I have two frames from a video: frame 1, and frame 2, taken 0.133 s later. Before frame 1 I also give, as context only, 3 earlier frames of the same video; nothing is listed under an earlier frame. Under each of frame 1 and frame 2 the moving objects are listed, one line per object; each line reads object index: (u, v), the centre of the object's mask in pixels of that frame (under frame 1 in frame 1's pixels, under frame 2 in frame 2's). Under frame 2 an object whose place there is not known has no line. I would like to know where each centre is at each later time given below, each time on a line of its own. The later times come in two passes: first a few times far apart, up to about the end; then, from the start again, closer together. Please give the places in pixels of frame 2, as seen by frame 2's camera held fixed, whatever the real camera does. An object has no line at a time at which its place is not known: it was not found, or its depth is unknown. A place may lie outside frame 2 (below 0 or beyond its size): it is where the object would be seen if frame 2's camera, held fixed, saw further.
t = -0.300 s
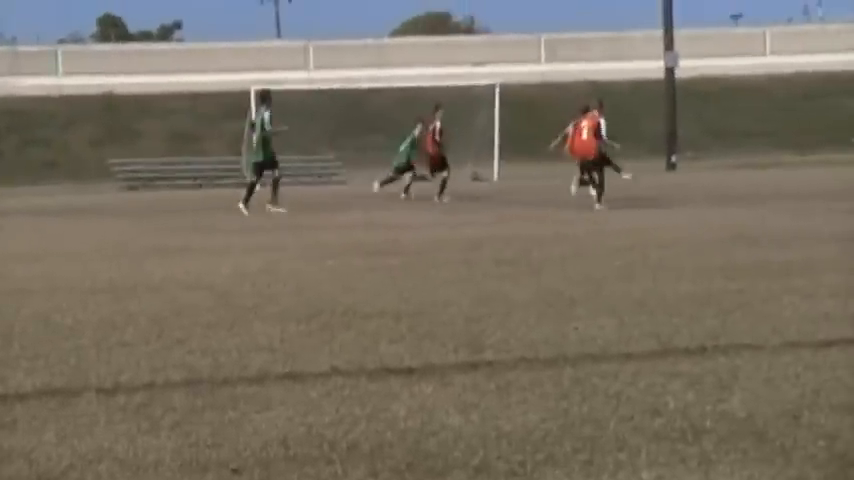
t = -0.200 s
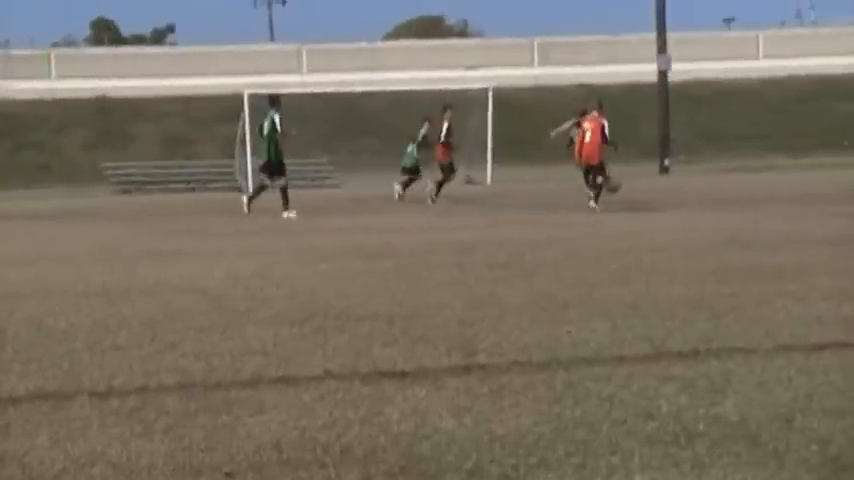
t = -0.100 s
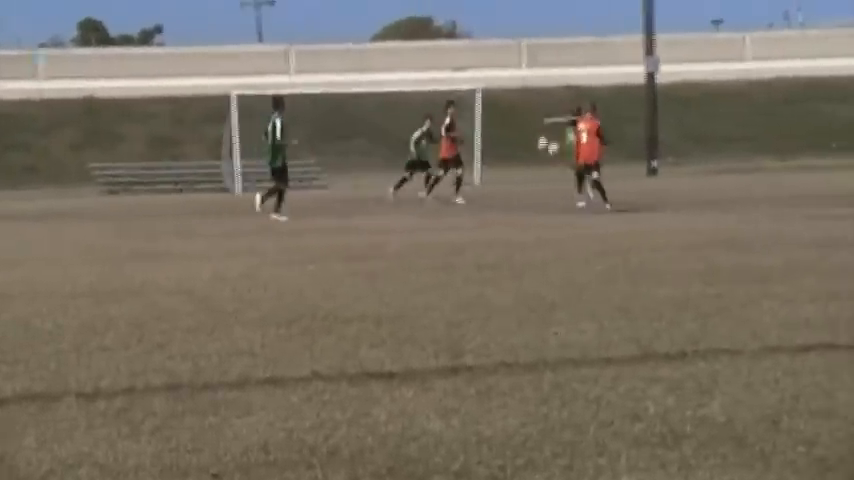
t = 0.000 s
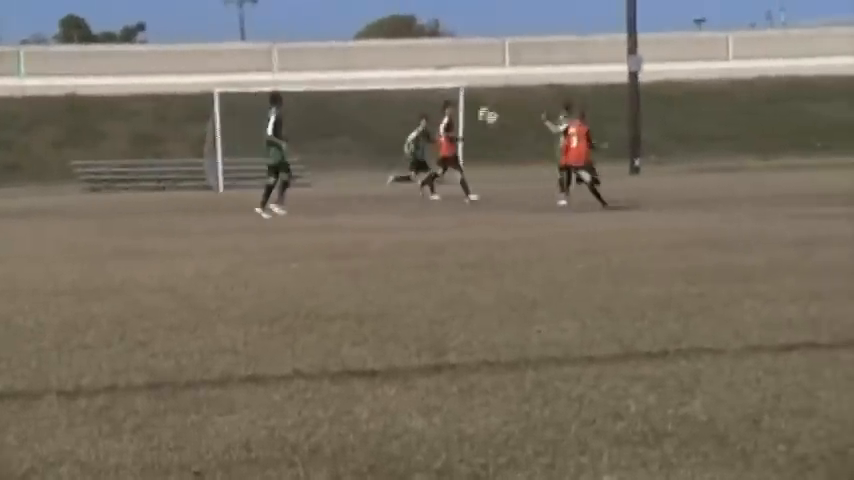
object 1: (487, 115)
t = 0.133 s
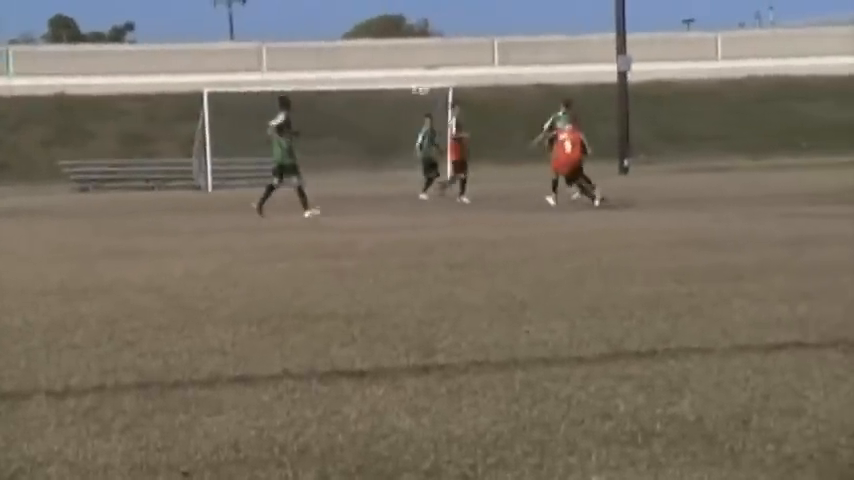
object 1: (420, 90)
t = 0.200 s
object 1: (391, 82)
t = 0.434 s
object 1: (302, 71)
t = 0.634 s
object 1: (227, 87)
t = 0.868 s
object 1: (142, 133)
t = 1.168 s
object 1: (51, 185)
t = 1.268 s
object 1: (34, 167)
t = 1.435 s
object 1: (5, 150)
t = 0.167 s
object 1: (409, 84)
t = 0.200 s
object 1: (391, 82)
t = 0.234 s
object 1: (383, 82)
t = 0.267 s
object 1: (370, 77)
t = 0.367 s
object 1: (328, 70)
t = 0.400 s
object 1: (315, 70)
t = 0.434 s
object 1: (302, 71)
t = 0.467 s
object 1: (289, 72)
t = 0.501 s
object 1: (276, 73)
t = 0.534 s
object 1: (265, 77)
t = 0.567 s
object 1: (252, 79)
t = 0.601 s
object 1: (239, 84)
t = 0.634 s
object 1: (227, 87)
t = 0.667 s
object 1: (213, 91)
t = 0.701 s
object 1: (201, 98)
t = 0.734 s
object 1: (190, 103)
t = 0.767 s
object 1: (178, 110)
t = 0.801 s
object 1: (166, 117)
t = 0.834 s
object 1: (154, 125)
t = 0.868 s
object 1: (142, 133)
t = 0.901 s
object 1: (130, 143)
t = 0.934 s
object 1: (119, 152)
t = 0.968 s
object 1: (107, 162)
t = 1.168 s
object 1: (51, 185)
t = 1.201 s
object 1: (45, 177)
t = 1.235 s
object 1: (39, 173)
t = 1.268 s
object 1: (34, 167)
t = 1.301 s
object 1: (28, 162)
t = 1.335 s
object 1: (22, 158)
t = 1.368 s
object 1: (16, 154)
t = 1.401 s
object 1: (11, 152)
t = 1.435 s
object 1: (5, 150)
